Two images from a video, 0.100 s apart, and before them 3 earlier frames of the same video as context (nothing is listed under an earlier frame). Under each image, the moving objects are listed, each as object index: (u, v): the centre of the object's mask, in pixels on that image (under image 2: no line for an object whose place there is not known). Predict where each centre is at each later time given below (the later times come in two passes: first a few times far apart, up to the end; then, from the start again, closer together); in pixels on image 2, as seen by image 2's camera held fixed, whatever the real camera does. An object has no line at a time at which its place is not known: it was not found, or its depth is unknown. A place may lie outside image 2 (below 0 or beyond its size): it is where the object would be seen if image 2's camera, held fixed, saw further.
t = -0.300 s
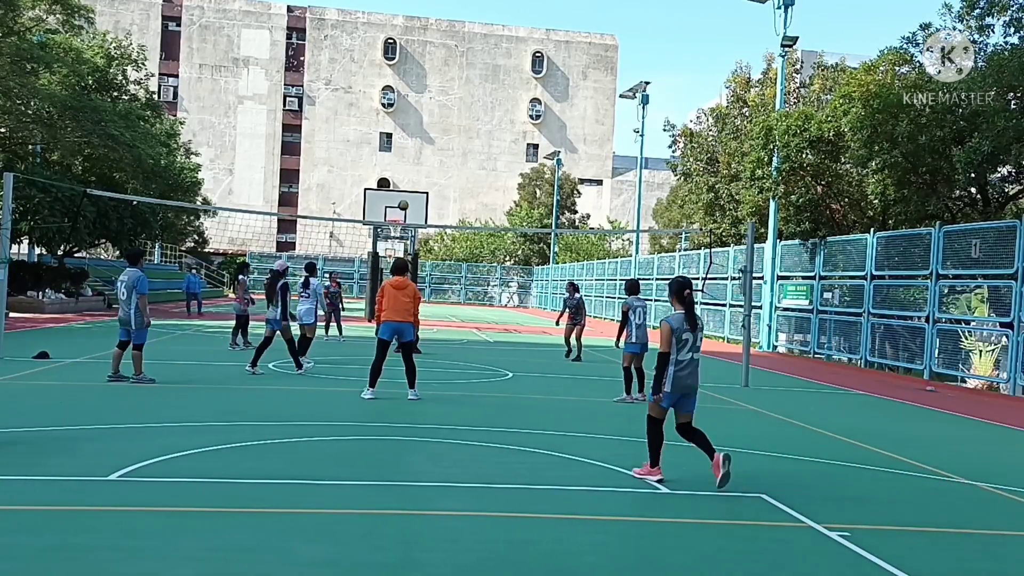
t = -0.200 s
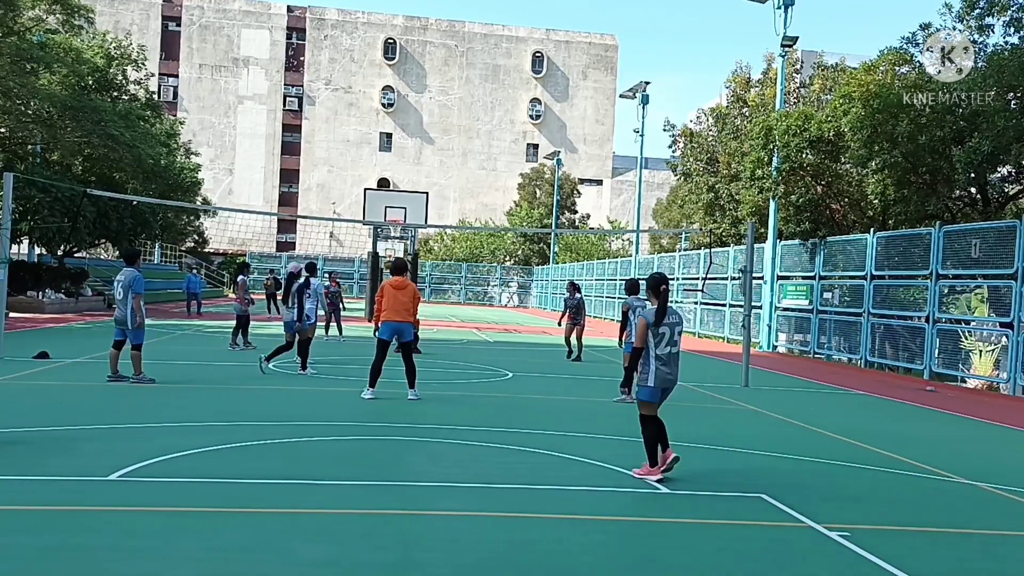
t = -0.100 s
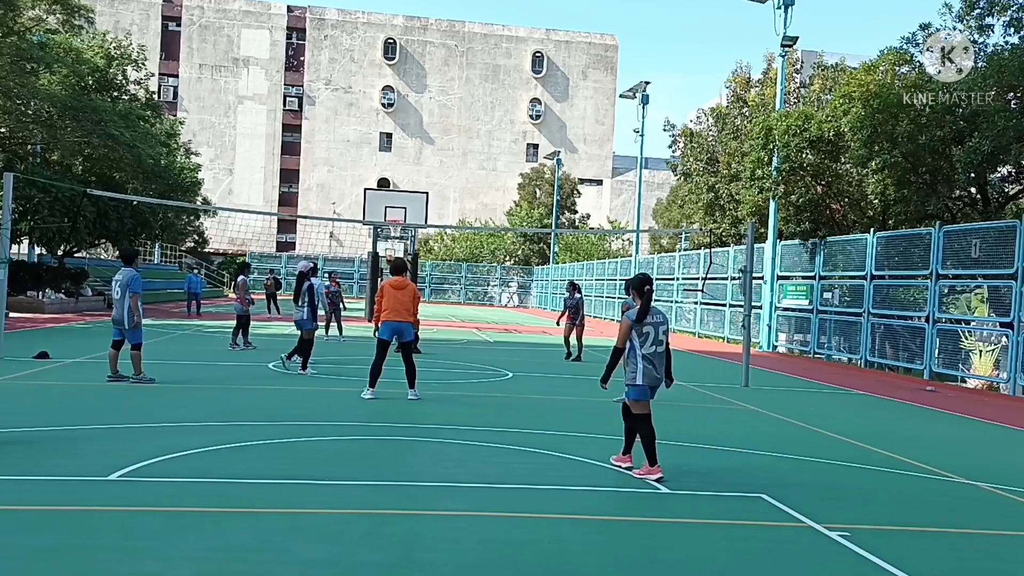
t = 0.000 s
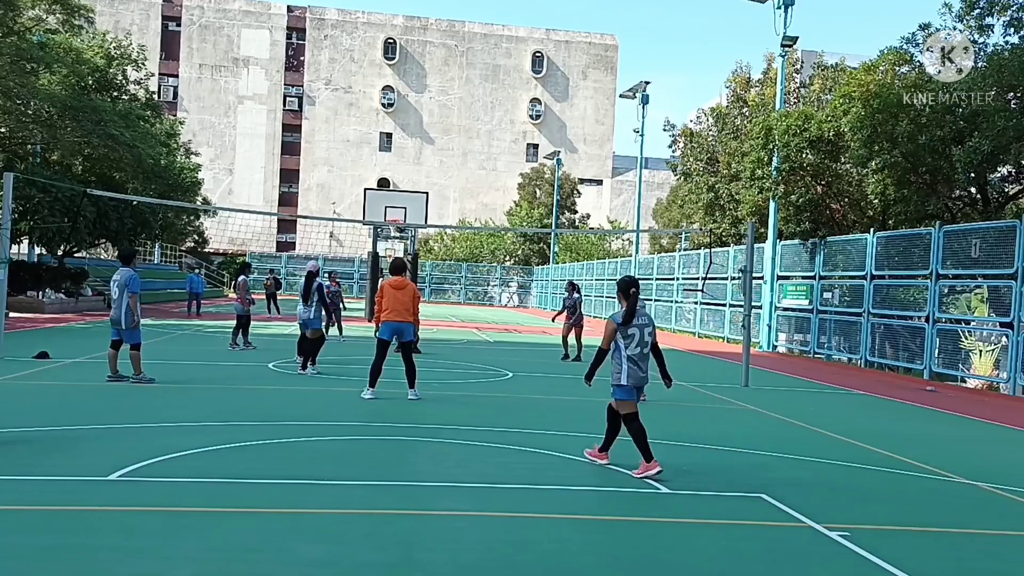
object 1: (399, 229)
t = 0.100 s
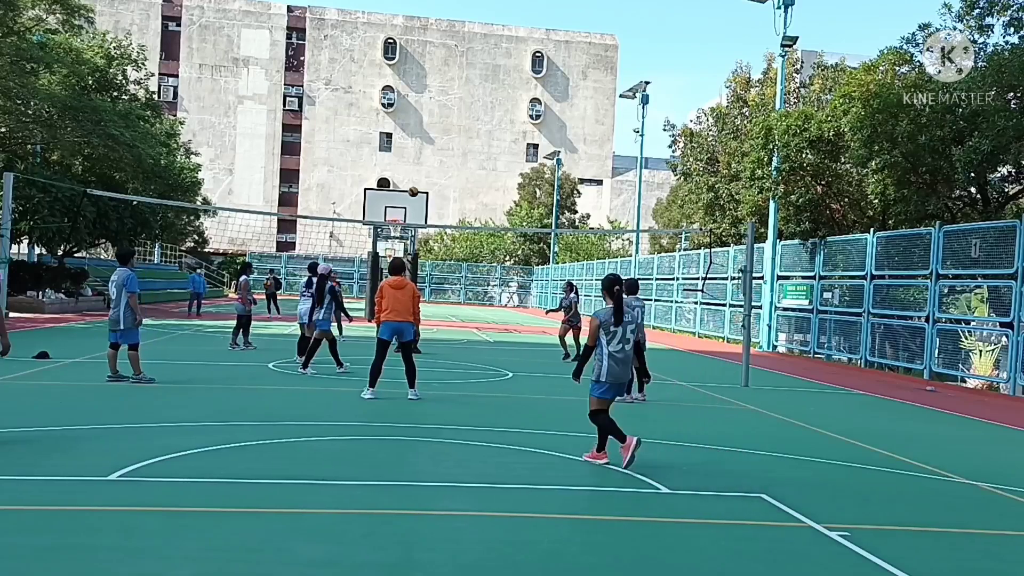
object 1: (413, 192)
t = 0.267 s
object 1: (429, 158)
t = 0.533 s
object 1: (456, 130)
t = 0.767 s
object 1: (480, 145)
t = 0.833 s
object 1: (486, 155)
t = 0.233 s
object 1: (426, 164)
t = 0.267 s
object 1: (429, 158)
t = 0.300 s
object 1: (432, 153)
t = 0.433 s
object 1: (447, 135)
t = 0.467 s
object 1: (450, 133)
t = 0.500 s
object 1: (453, 131)
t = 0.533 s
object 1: (456, 130)
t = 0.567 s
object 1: (459, 130)
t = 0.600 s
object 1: (462, 131)
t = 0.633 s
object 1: (465, 131)
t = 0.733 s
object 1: (477, 141)
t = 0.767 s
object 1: (480, 145)
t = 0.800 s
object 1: (483, 150)
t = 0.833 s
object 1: (486, 155)
